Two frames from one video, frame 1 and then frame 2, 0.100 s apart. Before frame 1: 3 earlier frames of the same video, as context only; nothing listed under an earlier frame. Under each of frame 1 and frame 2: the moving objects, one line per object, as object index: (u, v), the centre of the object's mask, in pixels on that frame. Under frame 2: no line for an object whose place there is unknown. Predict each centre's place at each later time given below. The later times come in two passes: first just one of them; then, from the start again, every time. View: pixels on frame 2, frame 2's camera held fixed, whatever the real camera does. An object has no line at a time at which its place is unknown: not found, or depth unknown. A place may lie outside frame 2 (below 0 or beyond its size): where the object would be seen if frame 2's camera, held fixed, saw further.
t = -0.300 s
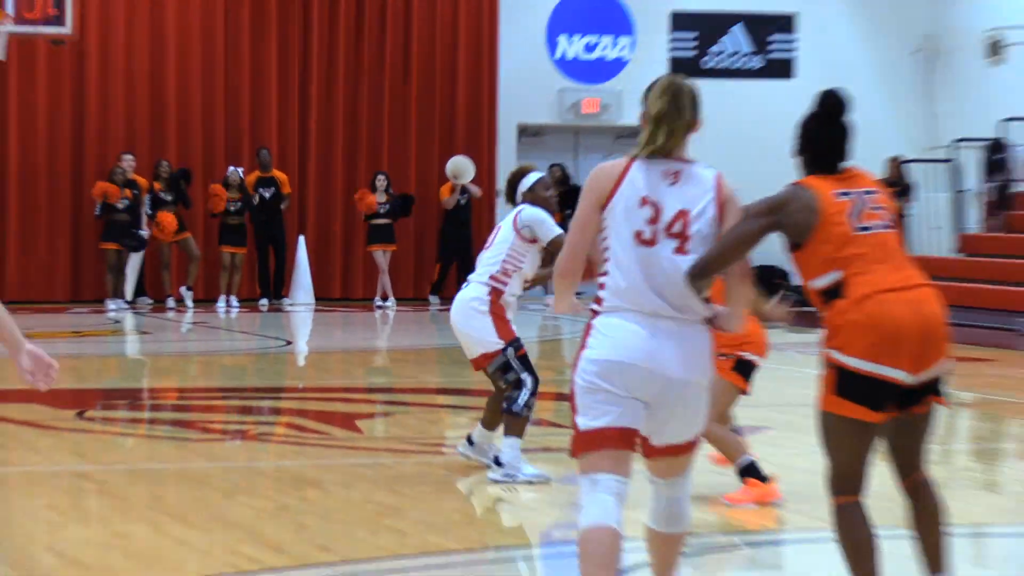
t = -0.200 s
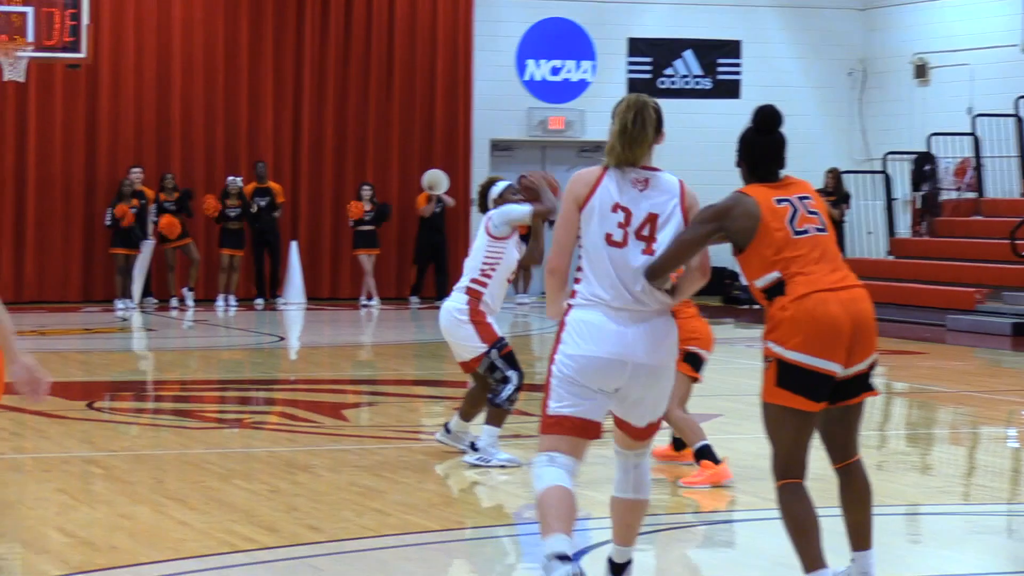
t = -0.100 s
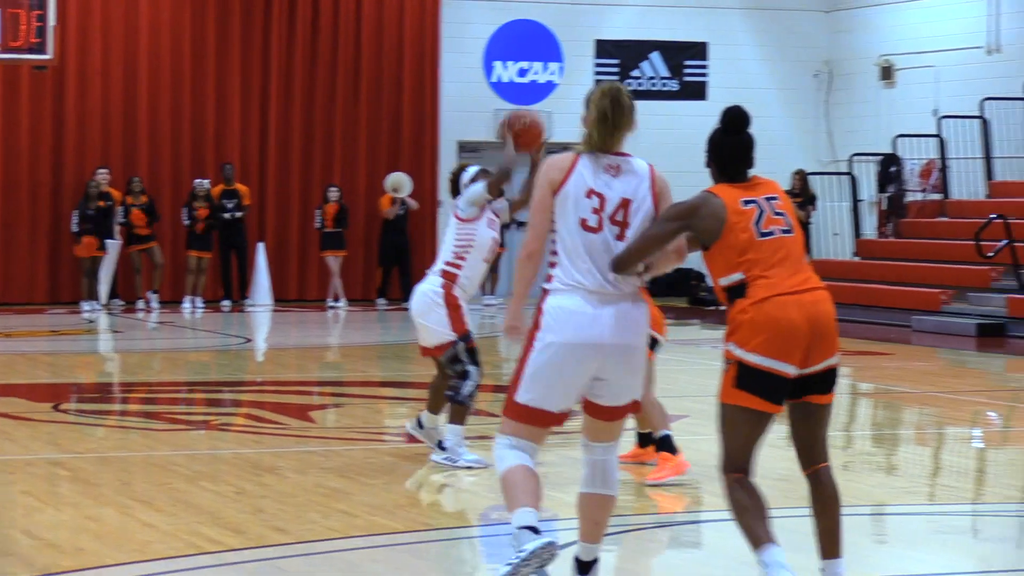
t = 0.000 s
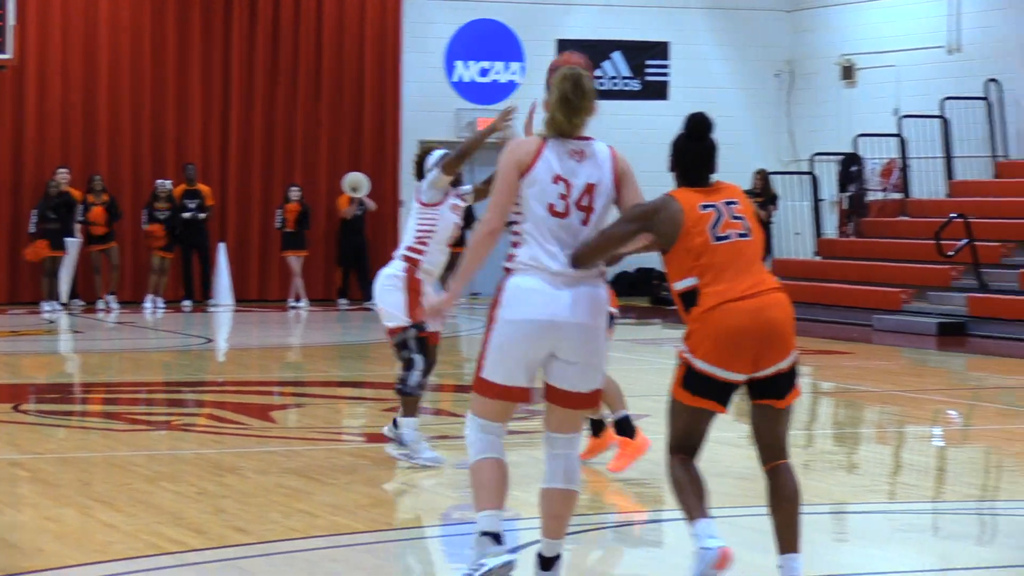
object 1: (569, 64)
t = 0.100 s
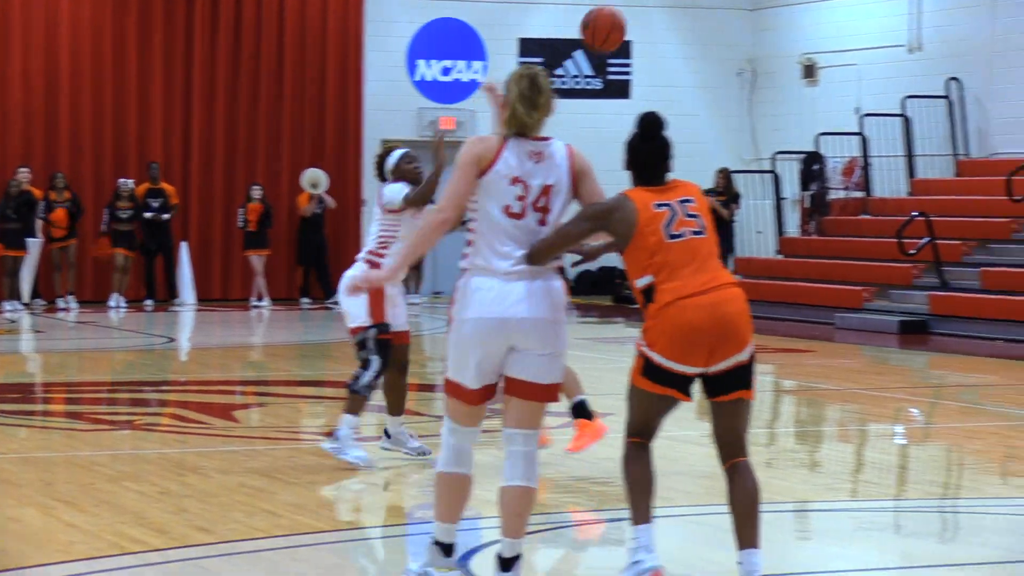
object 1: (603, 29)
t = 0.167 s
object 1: (642, 15)
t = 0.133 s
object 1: (626, 19)
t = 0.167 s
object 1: (642, 15)
